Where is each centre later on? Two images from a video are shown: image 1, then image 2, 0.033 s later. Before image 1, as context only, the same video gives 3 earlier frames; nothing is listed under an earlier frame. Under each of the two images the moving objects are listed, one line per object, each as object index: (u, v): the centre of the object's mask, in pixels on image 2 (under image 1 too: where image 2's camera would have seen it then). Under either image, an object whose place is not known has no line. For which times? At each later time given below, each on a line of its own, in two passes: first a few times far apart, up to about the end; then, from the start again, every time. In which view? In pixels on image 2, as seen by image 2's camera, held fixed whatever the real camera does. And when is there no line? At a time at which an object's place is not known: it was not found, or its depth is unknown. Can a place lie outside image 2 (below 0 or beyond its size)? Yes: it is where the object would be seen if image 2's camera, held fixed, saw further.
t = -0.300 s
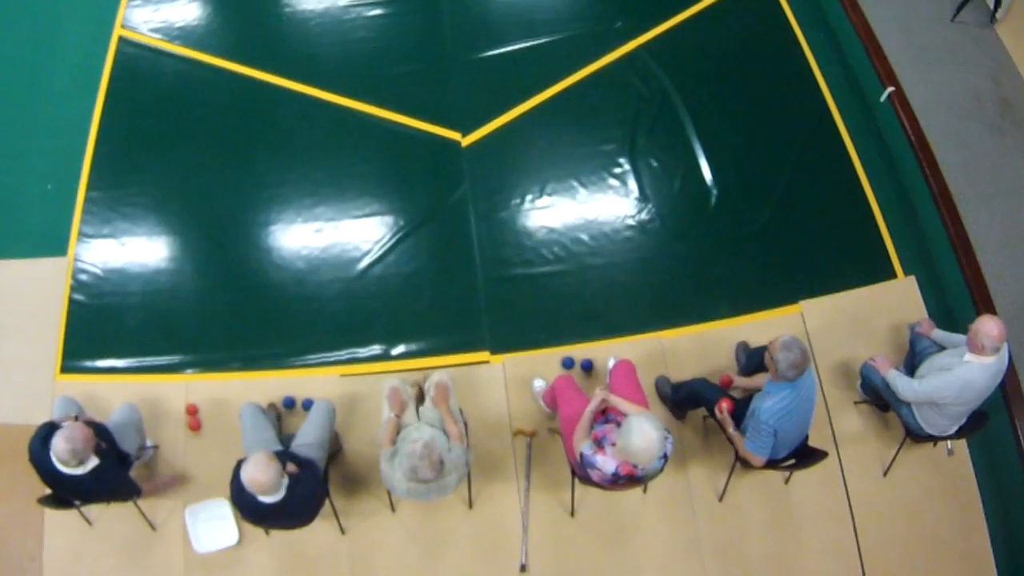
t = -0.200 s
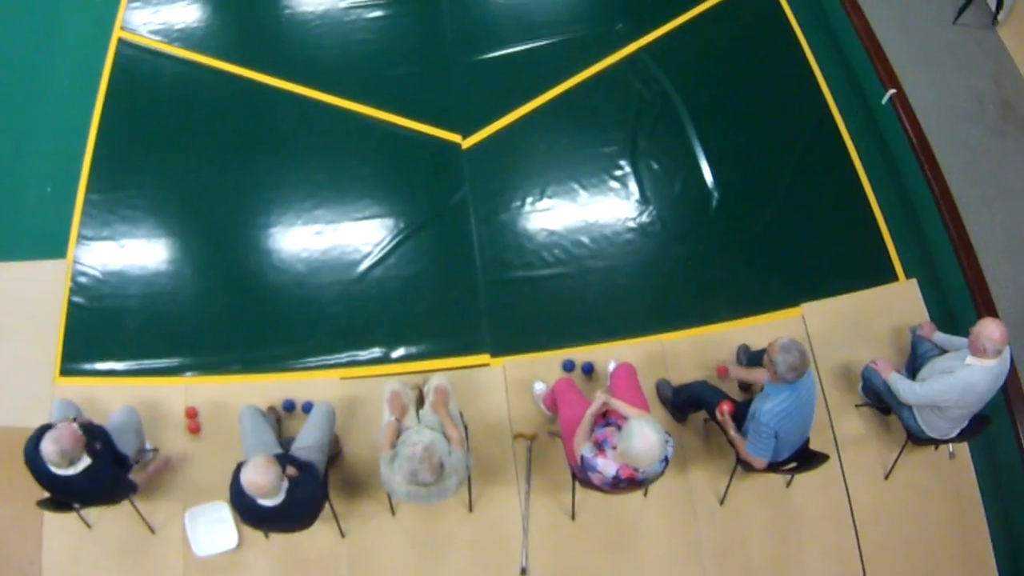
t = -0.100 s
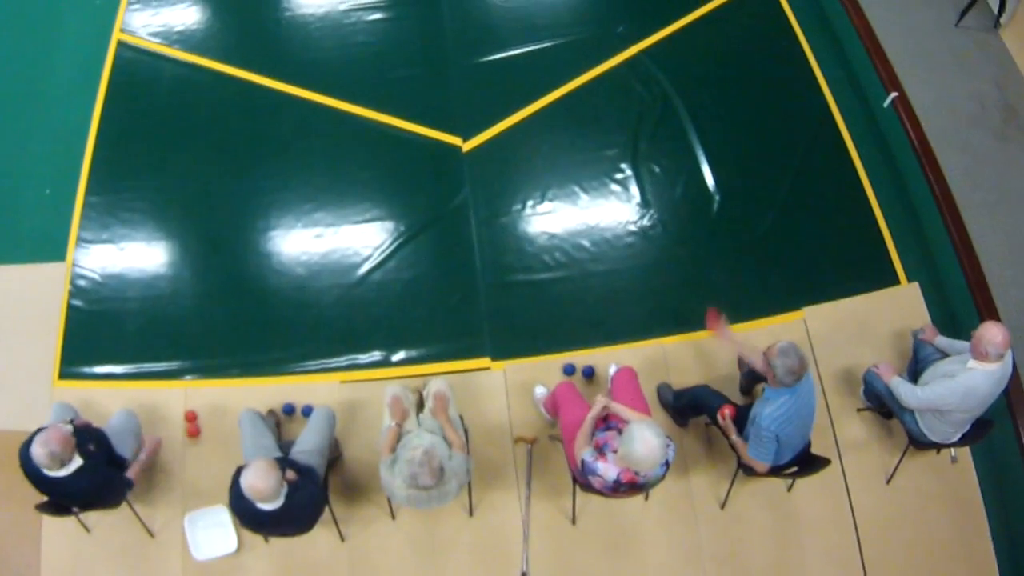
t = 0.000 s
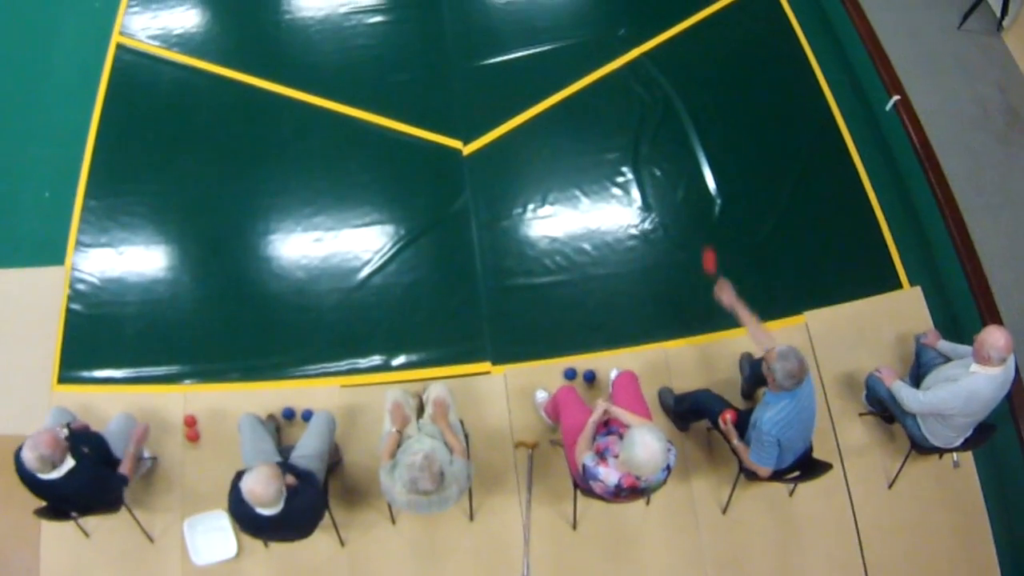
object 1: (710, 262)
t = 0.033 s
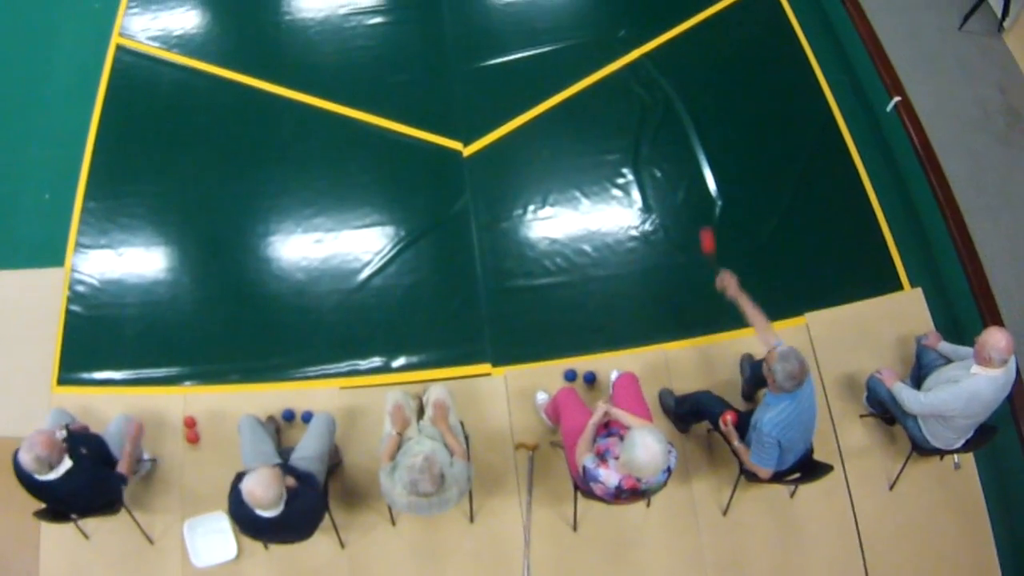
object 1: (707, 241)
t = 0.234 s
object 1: (678, 134)
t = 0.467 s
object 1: (630, 70)
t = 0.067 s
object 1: (704, 221)
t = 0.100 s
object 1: (700, 201)
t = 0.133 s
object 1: (695, 182)
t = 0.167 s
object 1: (690, 165)
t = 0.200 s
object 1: (684, 148)
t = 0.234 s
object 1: (678, 134)
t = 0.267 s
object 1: (672, 120)
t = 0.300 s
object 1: (665, 108)
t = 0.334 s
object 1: (657, 97)
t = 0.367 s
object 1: (650, 88)
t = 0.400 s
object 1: (643, 79)
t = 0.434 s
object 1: (637, 74)
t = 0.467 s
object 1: (630, 70)
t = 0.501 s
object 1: (624, 67)
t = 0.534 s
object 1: (614, 63)
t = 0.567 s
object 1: (607, 61)
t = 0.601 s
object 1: (600, 61)
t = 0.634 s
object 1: (593, 63)
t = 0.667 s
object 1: (588, 65)
